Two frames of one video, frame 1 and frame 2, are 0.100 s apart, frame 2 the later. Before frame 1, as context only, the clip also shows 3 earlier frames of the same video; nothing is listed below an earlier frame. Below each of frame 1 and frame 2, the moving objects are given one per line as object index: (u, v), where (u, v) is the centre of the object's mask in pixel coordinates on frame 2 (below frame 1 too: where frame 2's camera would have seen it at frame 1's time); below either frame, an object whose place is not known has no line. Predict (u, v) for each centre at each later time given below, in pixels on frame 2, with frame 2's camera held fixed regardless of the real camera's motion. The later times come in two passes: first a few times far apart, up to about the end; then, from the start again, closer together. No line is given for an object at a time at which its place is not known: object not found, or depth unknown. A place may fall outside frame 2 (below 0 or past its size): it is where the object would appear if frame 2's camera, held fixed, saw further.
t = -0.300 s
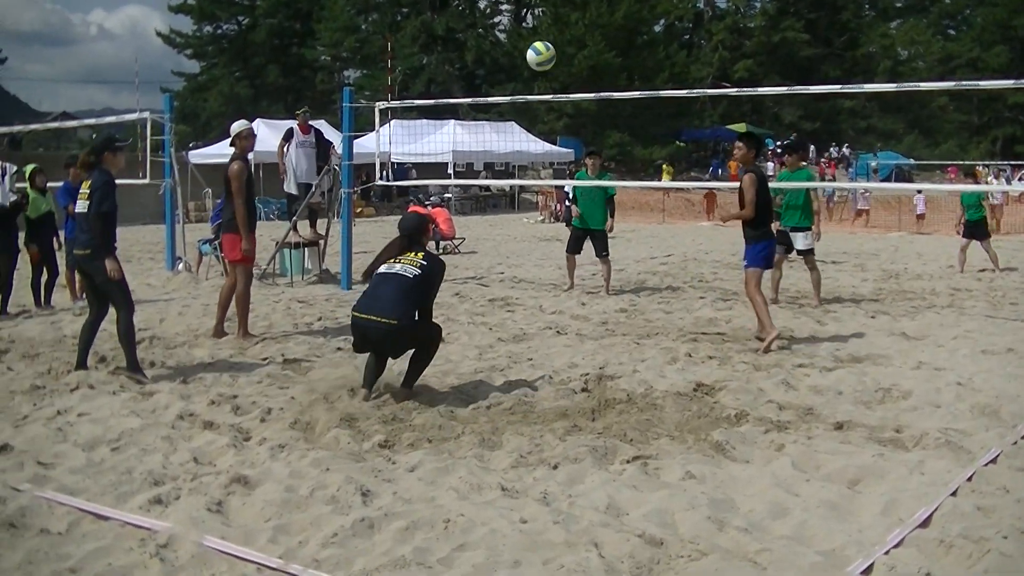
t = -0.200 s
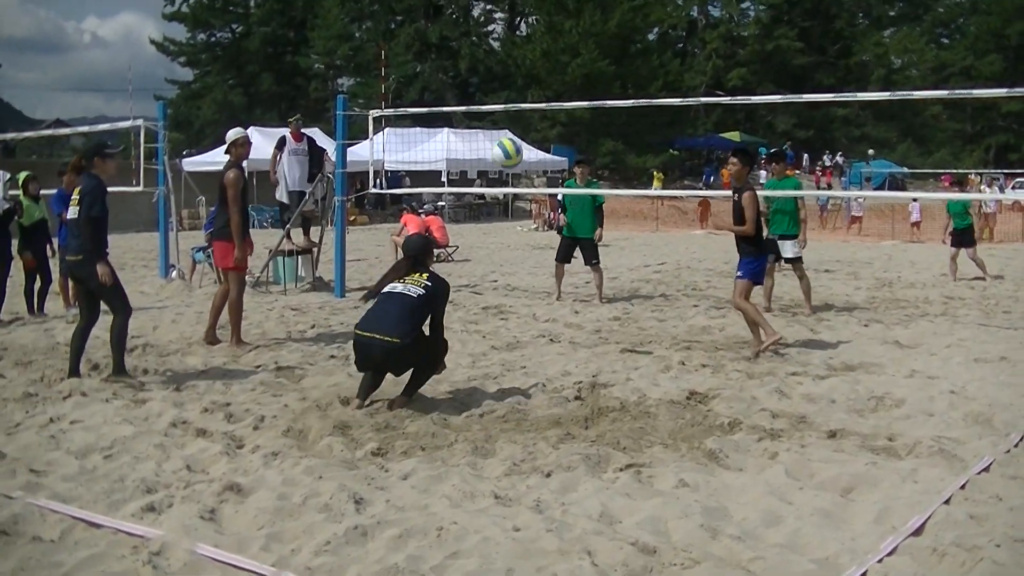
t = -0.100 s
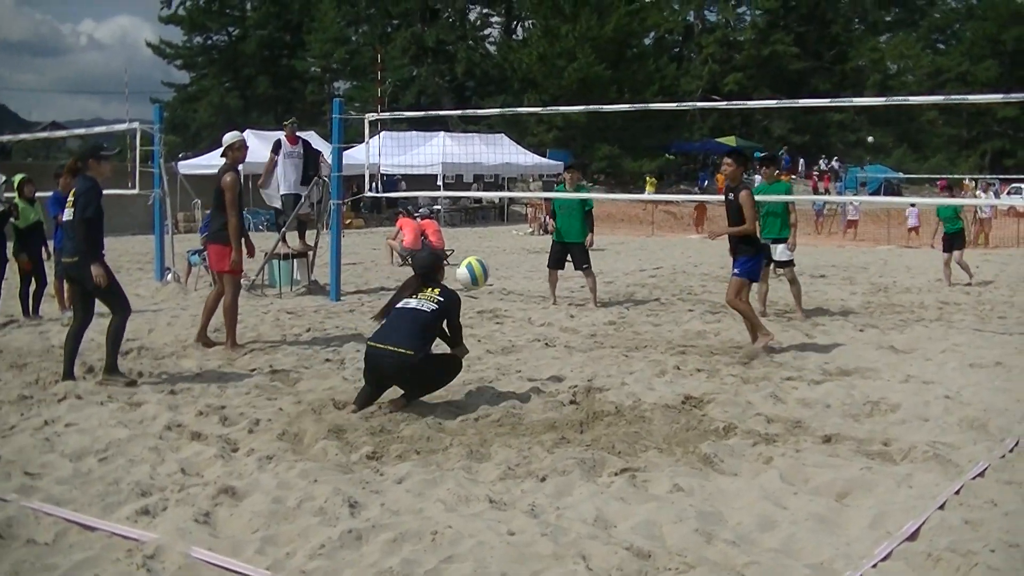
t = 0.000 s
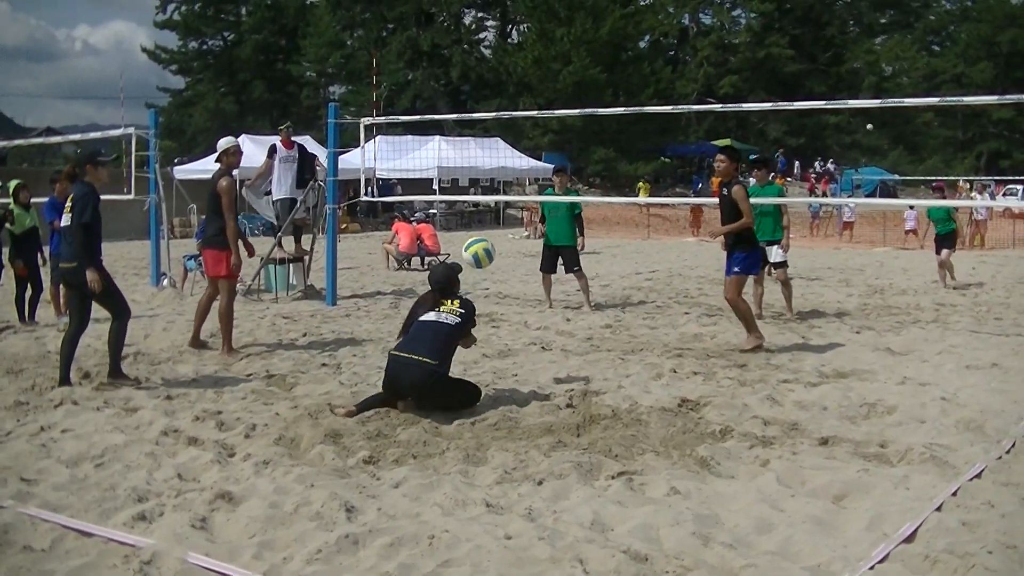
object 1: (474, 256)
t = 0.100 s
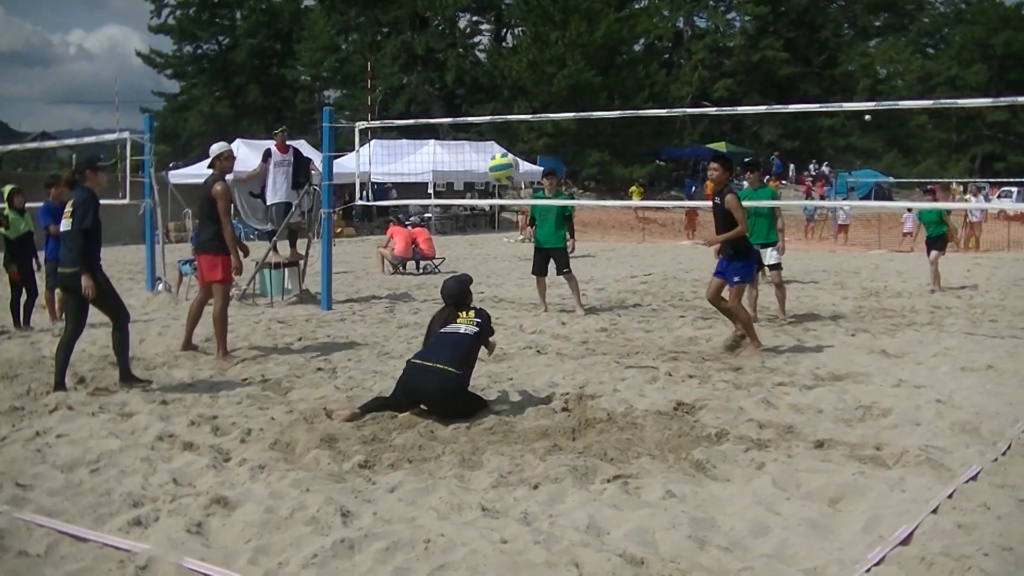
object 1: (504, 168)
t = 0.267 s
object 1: (547, 63)
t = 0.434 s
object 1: (587, 6)
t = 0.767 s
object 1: (655, 6)
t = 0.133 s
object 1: (513, 142)
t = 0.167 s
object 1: (522, 120)
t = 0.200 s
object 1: (531, 99)
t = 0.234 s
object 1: (539, 80)
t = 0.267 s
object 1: (547, 63)
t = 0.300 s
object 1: (555, 48)
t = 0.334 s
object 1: (564, 35)
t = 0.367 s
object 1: (572, 23)
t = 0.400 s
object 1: (579, 14)
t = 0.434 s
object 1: (587, 6)
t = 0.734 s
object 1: (649, 1)
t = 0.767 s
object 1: (655, 6)
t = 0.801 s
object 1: (661, 14)
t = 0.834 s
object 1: (668, 22)
